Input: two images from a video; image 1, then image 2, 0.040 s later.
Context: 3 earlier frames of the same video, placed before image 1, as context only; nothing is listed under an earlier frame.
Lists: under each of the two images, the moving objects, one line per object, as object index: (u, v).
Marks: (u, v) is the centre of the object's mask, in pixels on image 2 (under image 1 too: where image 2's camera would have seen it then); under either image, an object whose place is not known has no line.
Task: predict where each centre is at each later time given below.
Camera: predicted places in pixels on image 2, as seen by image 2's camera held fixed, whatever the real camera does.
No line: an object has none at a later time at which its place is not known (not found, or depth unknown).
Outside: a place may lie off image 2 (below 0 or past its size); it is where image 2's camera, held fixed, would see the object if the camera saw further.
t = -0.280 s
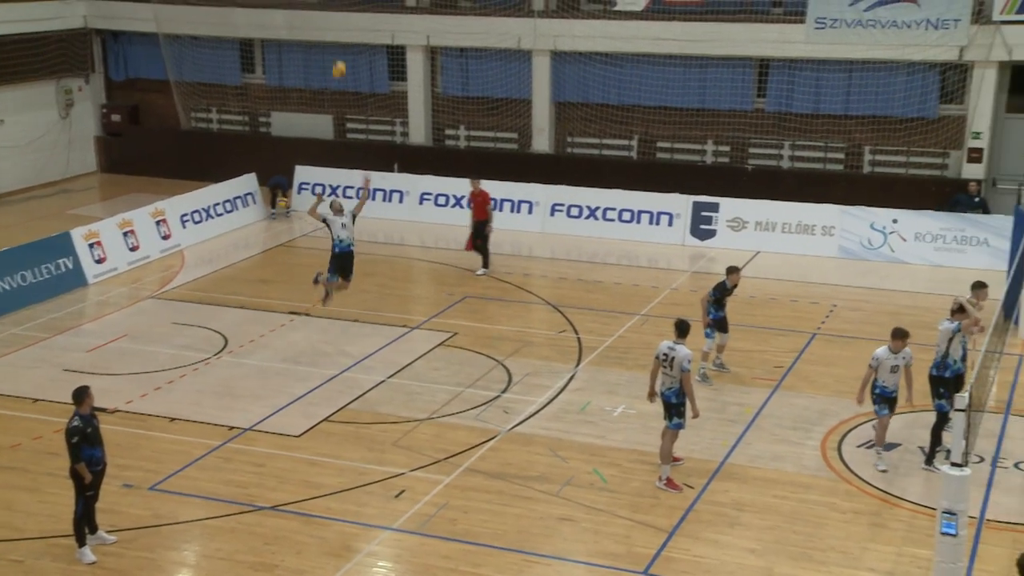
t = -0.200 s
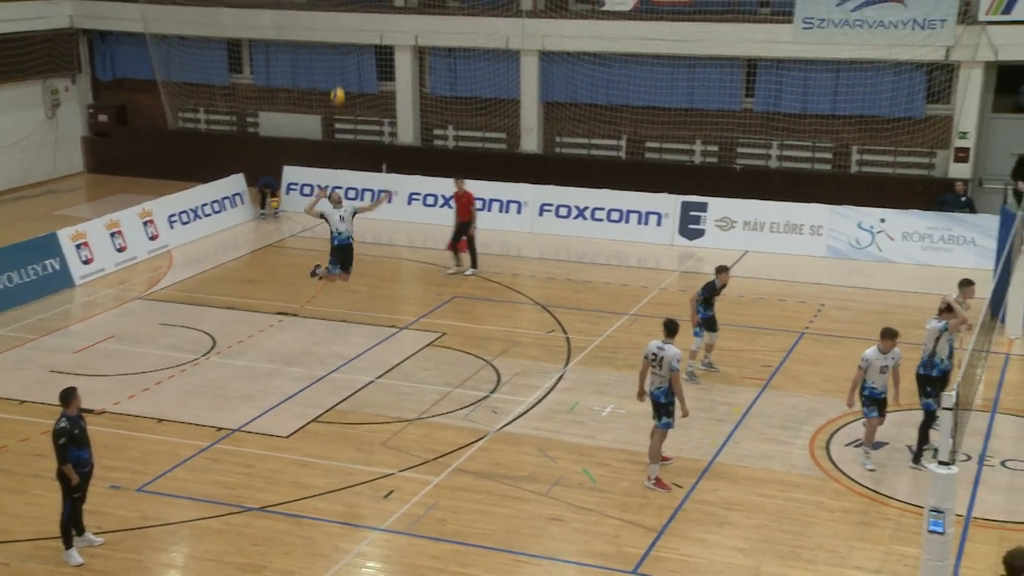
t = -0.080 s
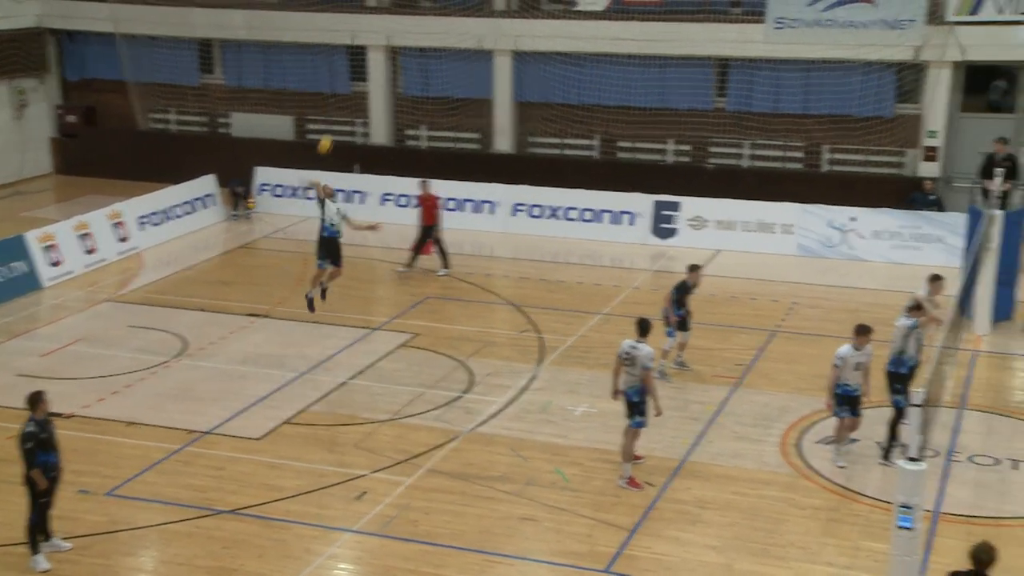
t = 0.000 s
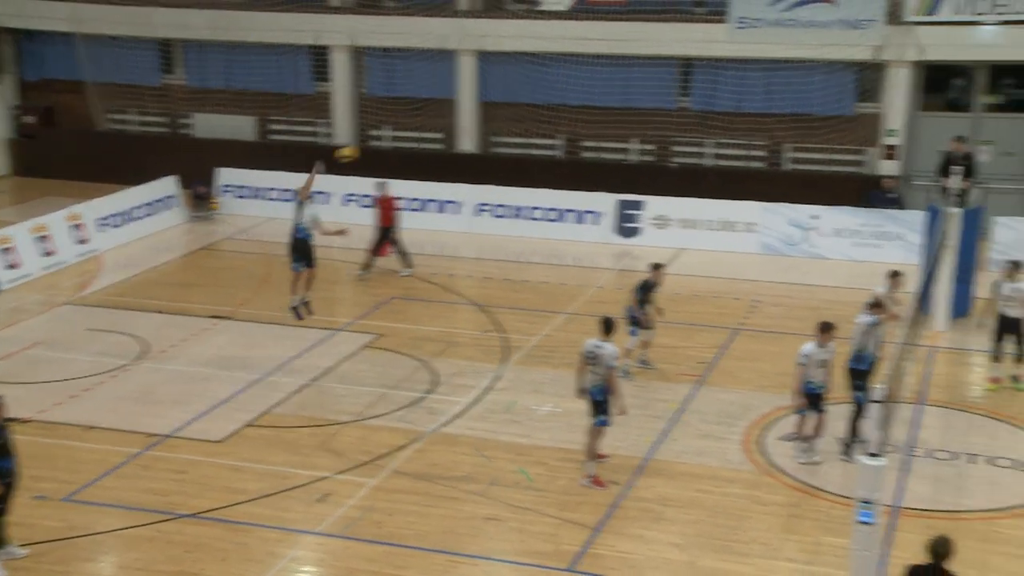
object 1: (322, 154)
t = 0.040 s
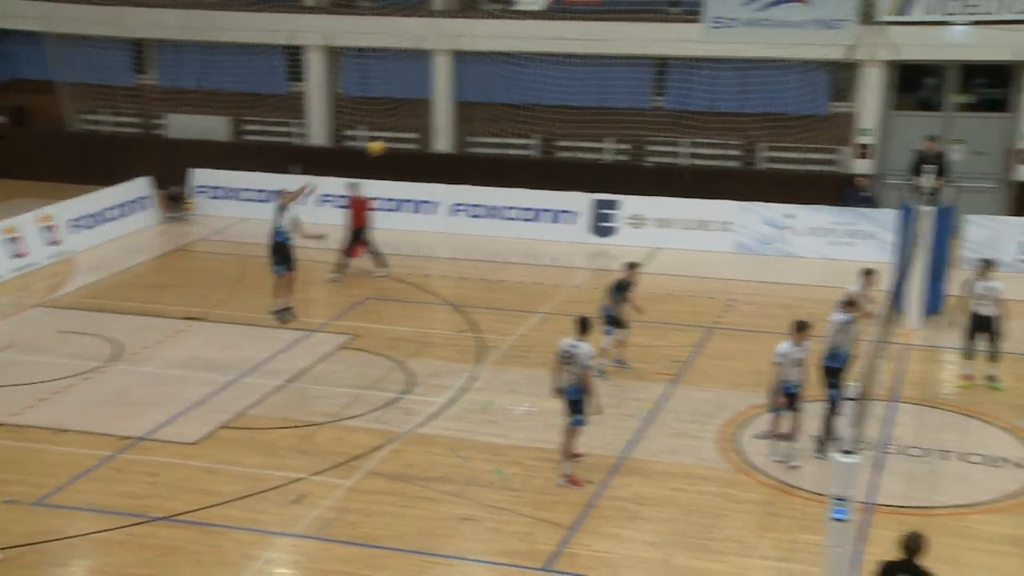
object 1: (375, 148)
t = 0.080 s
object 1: (429, 143)
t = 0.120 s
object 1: (485, 140)
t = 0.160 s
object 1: (542, 140)
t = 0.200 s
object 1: (598, 140)
